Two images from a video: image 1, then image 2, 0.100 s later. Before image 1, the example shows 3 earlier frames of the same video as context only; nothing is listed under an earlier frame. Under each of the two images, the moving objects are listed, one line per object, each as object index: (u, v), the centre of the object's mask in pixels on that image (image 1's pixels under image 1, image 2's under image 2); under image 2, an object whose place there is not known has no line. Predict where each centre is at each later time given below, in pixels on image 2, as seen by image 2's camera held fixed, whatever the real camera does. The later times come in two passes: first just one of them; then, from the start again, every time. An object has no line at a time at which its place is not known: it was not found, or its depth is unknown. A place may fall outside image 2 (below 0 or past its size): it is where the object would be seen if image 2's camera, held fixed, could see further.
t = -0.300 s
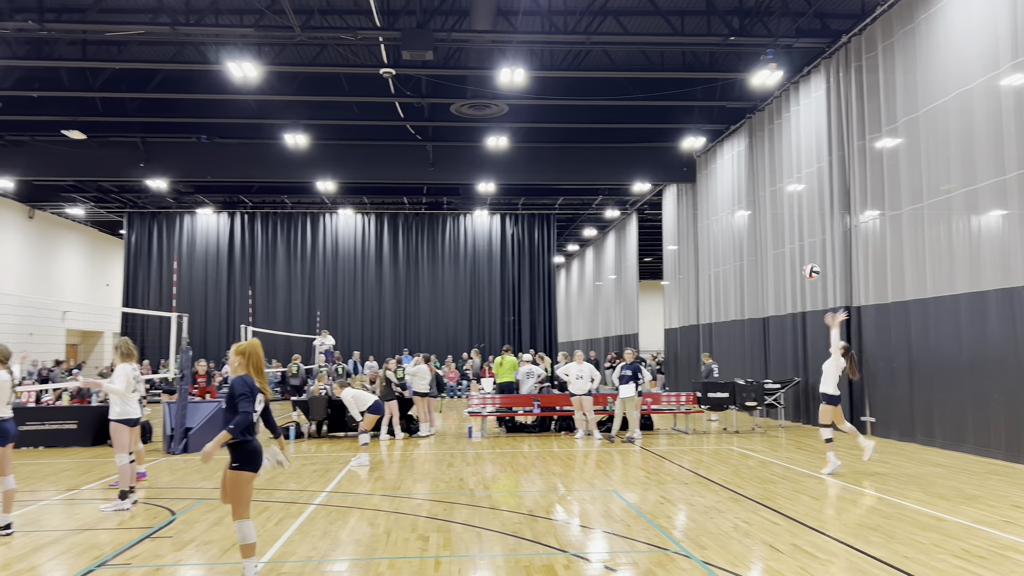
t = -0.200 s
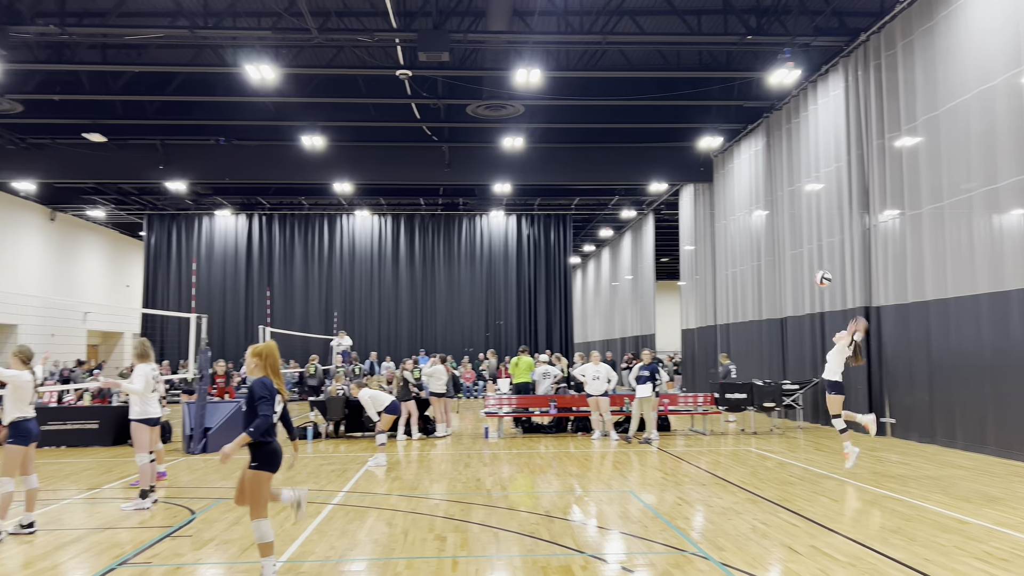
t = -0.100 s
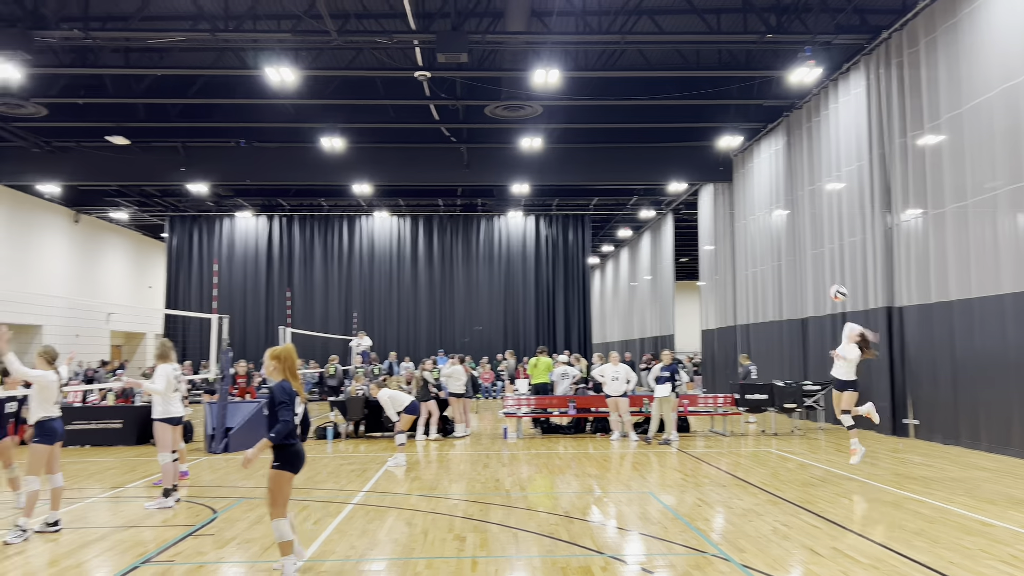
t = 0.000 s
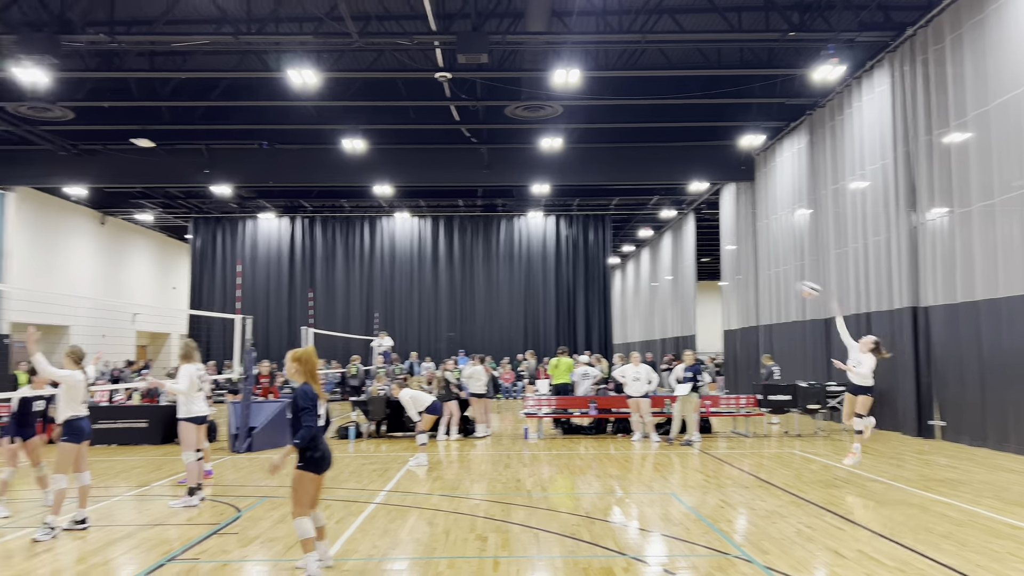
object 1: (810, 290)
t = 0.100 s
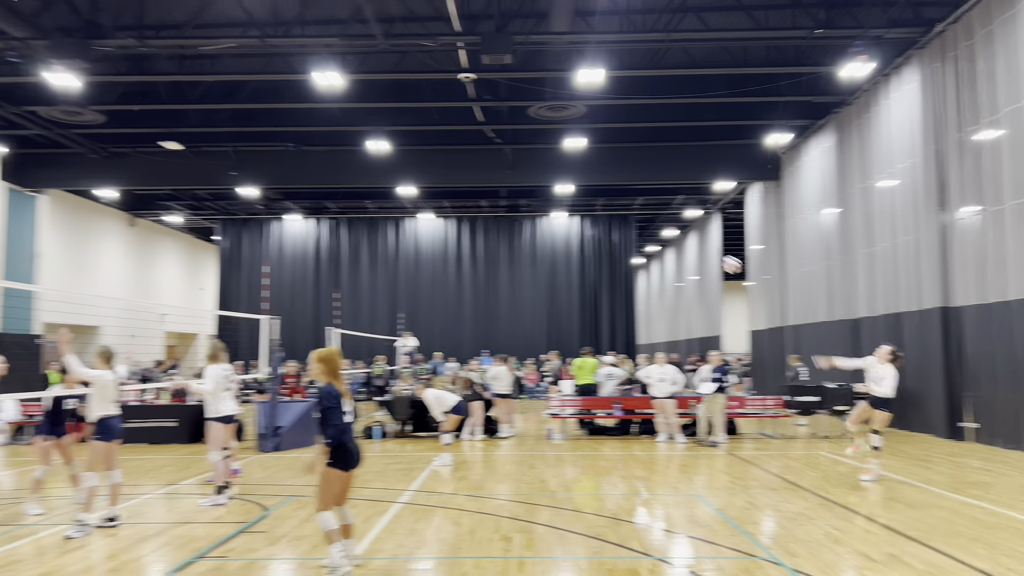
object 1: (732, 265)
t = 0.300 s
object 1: (553, 243)
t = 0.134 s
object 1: (702, 257)
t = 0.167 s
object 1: (668, 253)
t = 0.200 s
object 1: (638, 249)
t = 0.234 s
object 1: (609, 246)
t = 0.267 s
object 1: (580, 244)
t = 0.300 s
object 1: (553, 243)
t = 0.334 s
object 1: (526, 243)
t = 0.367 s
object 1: (500, 244)
